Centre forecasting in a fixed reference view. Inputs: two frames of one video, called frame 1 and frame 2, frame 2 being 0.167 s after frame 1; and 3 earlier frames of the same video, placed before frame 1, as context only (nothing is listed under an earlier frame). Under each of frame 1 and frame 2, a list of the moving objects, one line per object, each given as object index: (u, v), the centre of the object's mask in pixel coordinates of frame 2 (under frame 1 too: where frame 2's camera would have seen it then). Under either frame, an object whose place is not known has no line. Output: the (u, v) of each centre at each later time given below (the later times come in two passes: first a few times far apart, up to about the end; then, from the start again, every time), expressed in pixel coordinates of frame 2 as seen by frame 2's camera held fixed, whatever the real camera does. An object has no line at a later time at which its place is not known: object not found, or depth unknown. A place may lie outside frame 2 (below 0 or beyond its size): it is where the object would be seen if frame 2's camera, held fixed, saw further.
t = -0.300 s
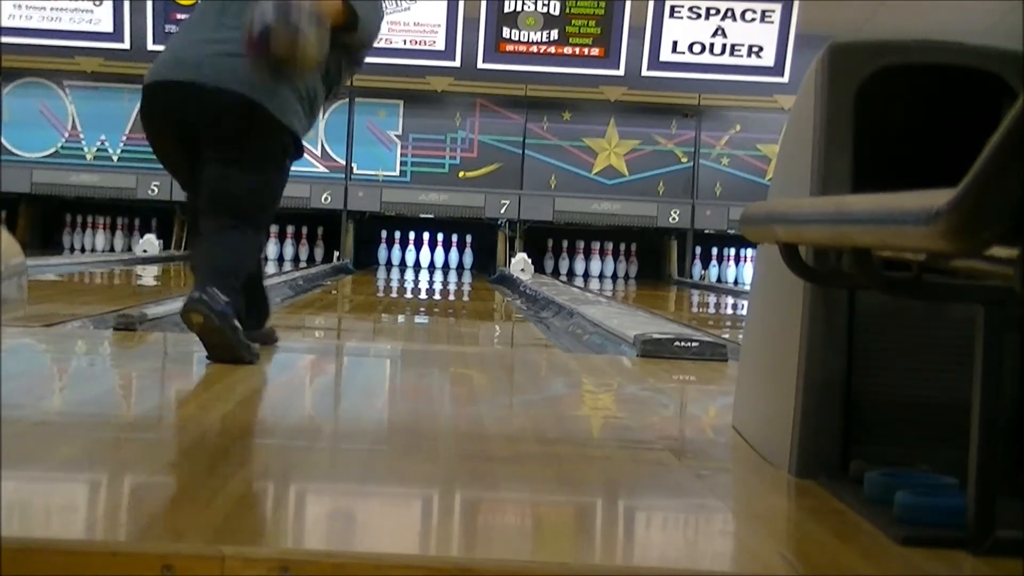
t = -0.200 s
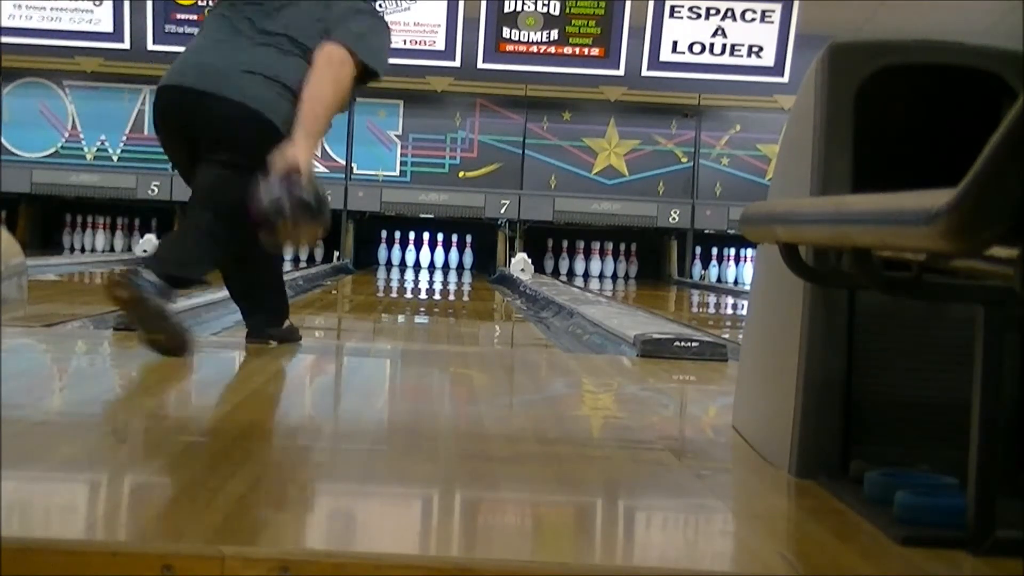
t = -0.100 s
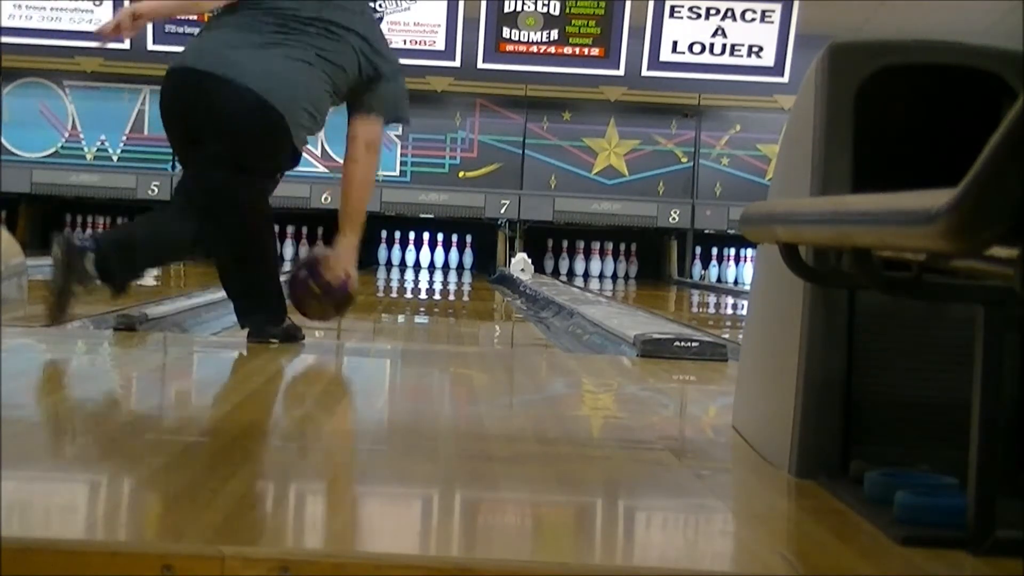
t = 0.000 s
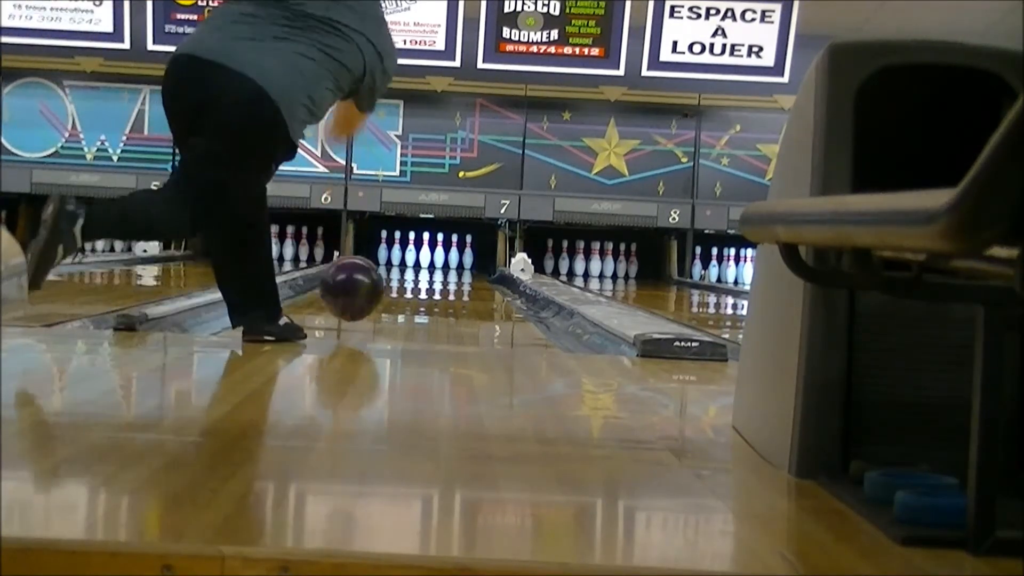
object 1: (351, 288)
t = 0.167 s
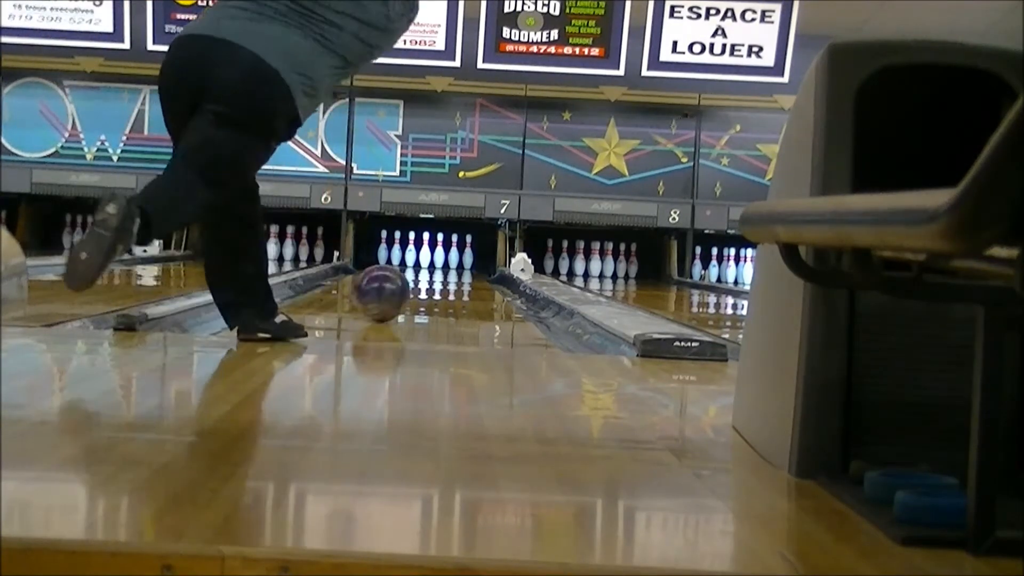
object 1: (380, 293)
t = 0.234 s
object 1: (392, 290)
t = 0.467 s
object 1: (418, 284)
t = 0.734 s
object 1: (439, 277)
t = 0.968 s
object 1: (452, 273)
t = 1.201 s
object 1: (460, 270)
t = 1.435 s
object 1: (465, 267)
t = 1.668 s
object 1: (466, 266)
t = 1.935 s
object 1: (457, 263)
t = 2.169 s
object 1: (443, 260)
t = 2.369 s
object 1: (430, 259)
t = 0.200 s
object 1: (387, 291)
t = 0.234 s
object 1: (392, 290)
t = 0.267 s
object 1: (397, 288)
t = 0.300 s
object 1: (400, 288)
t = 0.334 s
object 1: (405, 287)
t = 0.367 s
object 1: (407, 286)
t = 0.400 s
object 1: (411, 285)
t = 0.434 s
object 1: (415, 284)
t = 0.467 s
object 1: (418, 284)
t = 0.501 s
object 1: (422, 282)
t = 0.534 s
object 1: (424, 281)
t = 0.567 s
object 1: (427, 280)
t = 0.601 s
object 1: (430, 280)
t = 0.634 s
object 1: (432, 278)
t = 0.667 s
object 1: (434, 278)
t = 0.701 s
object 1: (437, 277)
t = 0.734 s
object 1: (439, 277)
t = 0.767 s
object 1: (441, 277)
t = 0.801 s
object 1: (443, 276)
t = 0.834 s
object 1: (445, 275)
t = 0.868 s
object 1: (446, 275)
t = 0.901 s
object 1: (448, 274)
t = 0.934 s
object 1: (450, 273)
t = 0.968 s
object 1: (452, 273)
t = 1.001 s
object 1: (453, 272)
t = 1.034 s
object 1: (454, 272)
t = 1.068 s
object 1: (456, 272)
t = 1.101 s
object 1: (457, 272)
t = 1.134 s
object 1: (458, 271)
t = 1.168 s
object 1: (459, 271)
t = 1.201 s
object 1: (460, 270)
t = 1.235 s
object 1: (461, 269)
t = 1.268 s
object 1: (462, 269)
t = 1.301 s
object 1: (463, 268)
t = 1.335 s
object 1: (463, 268)
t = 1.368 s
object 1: (464, 268)
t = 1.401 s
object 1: (465, 267)
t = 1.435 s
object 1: (465, 267)
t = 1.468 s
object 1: (466, 267)
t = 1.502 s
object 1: (466, 267)
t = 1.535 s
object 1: (466, 266)
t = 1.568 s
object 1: (466, 266)
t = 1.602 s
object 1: (466, 266)
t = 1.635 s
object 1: (466, 266)
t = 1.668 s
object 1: (466, 266)
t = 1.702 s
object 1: (465, 265)
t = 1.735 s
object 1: (465, 265)
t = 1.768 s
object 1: (464, 264)
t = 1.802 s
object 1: (463, 264)
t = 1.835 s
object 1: (461, 264)
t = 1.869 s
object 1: (460, 263)
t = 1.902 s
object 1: (459, 263)
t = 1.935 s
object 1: (457, 263)
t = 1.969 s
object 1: (455, 263)
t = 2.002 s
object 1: (454, 263)
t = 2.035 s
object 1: (452, 262)
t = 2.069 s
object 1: (450, 262)
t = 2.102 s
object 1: (448, 261)
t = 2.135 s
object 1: (445, 261)
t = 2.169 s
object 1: (443, 260)
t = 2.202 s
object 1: (442, 260)
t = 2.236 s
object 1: (439, 262)
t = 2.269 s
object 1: (437, 260)
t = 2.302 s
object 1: (435, 259)
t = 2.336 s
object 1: (432, 259)
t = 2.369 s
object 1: (430, 259)
